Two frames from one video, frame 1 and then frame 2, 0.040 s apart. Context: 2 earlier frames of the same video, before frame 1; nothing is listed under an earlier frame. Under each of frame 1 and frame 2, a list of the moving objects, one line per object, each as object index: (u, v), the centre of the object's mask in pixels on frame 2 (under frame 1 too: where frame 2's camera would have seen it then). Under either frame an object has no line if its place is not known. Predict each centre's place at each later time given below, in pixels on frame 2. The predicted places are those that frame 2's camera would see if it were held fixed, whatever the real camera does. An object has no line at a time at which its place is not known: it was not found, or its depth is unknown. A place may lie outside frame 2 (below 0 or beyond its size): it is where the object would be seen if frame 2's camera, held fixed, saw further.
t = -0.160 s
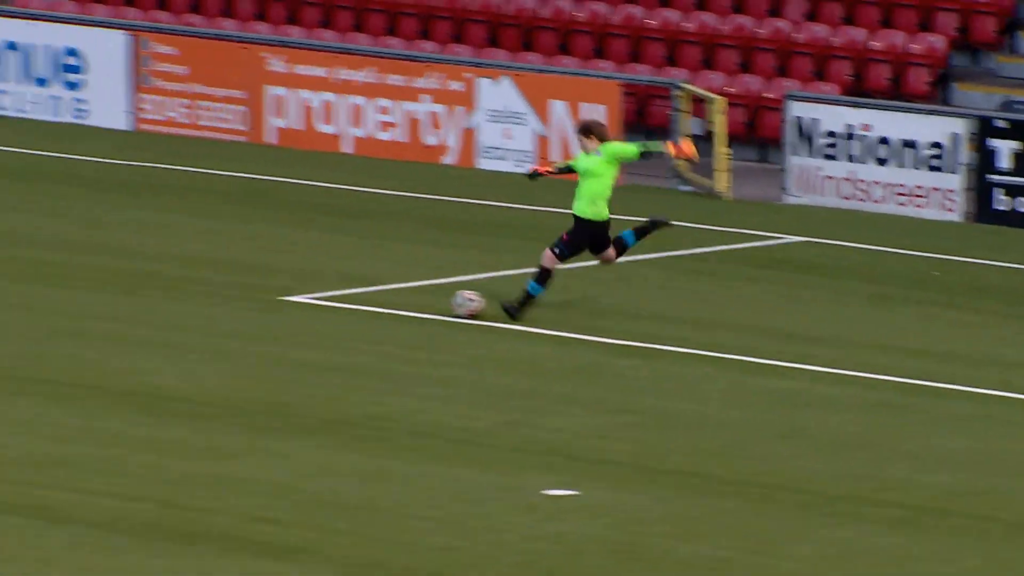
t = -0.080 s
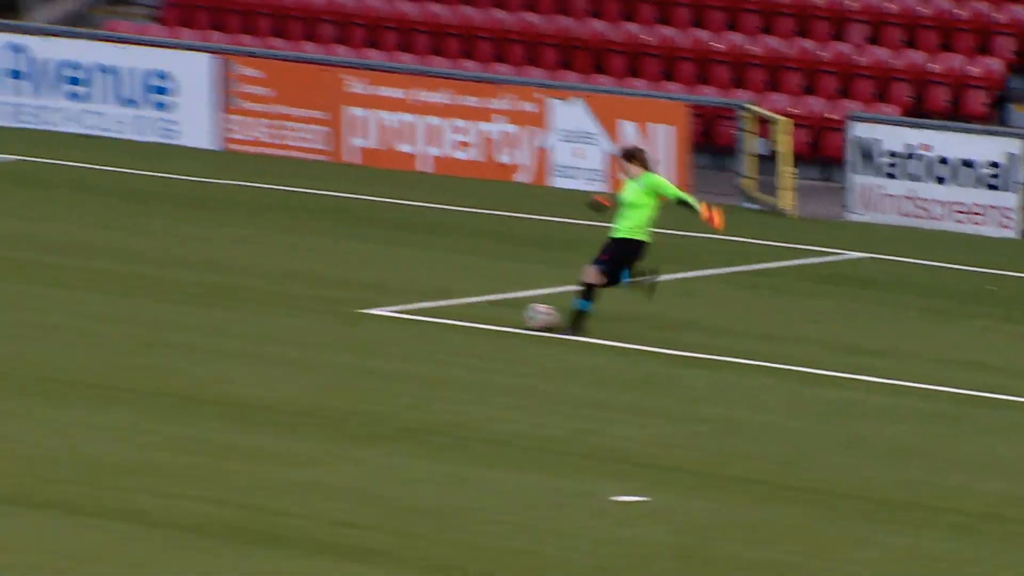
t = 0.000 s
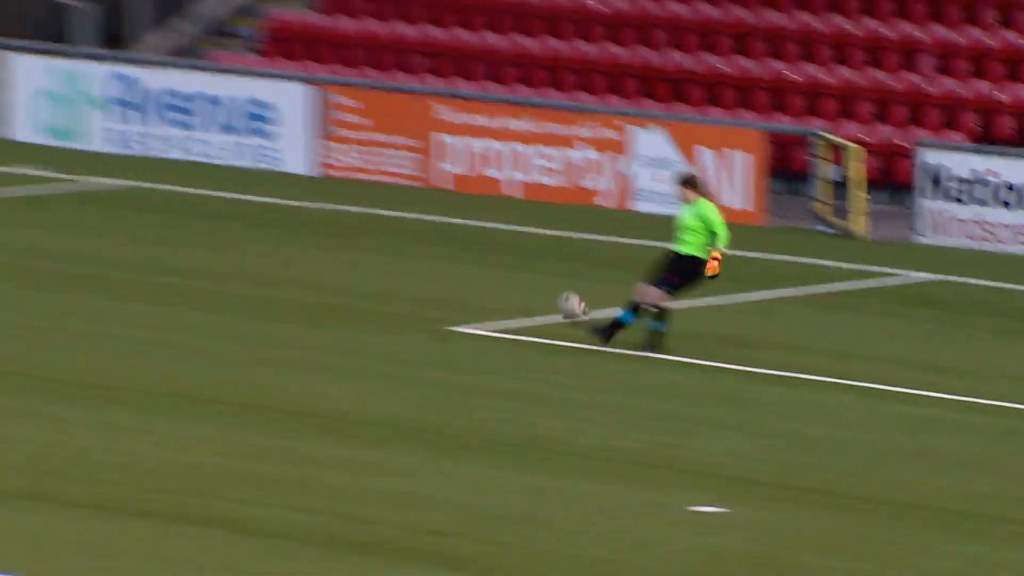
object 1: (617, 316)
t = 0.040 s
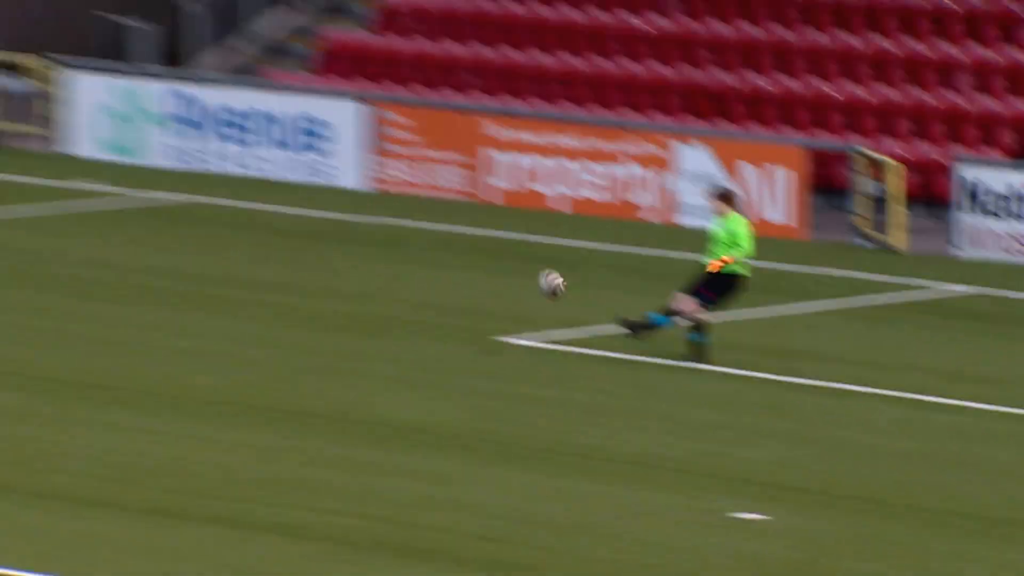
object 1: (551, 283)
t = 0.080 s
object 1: (485, 252)
